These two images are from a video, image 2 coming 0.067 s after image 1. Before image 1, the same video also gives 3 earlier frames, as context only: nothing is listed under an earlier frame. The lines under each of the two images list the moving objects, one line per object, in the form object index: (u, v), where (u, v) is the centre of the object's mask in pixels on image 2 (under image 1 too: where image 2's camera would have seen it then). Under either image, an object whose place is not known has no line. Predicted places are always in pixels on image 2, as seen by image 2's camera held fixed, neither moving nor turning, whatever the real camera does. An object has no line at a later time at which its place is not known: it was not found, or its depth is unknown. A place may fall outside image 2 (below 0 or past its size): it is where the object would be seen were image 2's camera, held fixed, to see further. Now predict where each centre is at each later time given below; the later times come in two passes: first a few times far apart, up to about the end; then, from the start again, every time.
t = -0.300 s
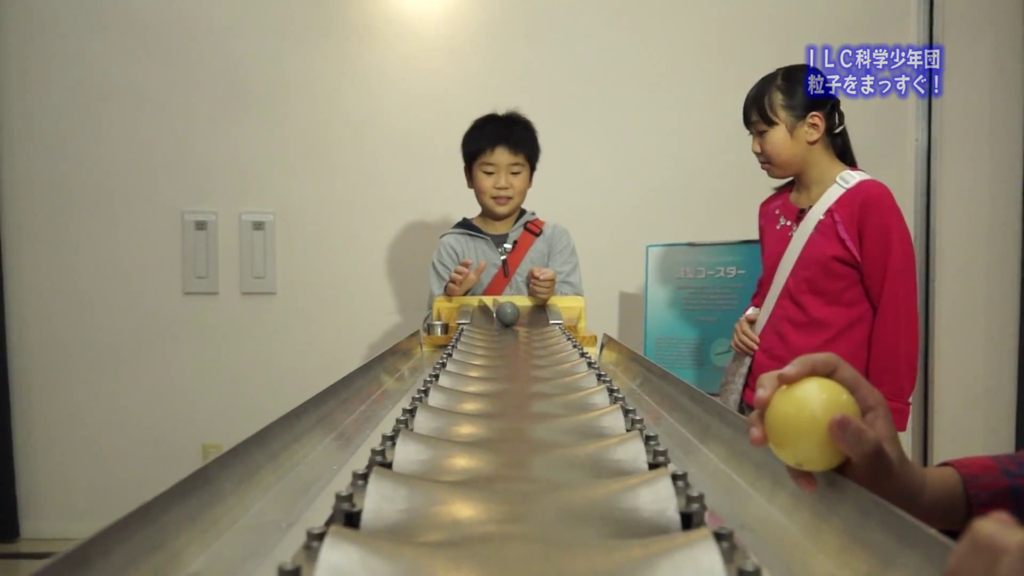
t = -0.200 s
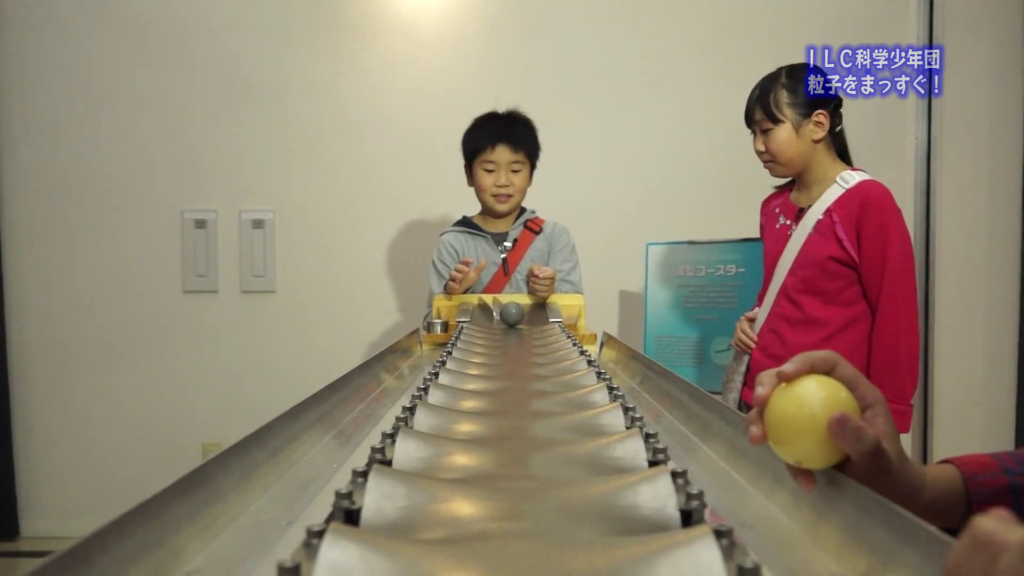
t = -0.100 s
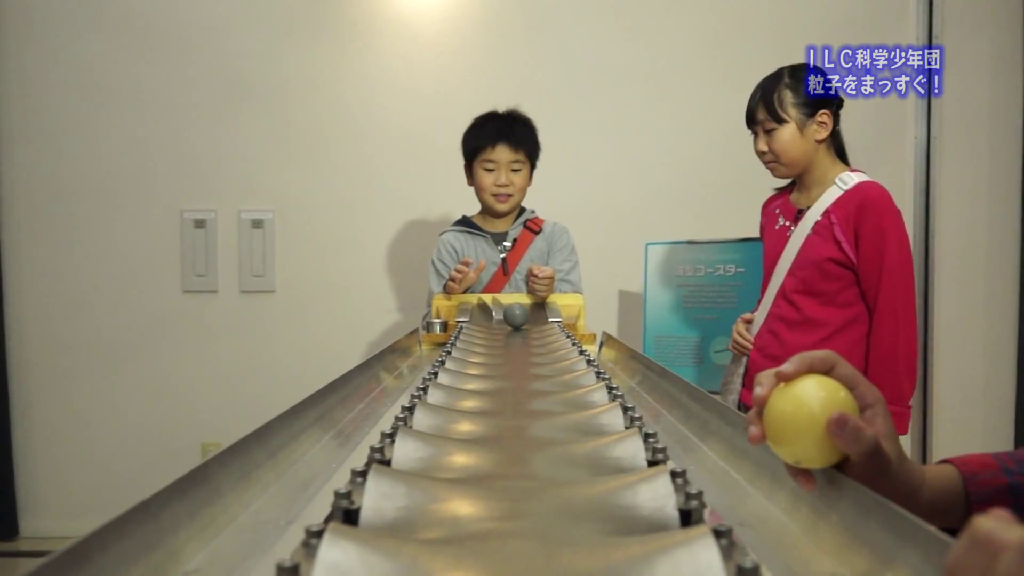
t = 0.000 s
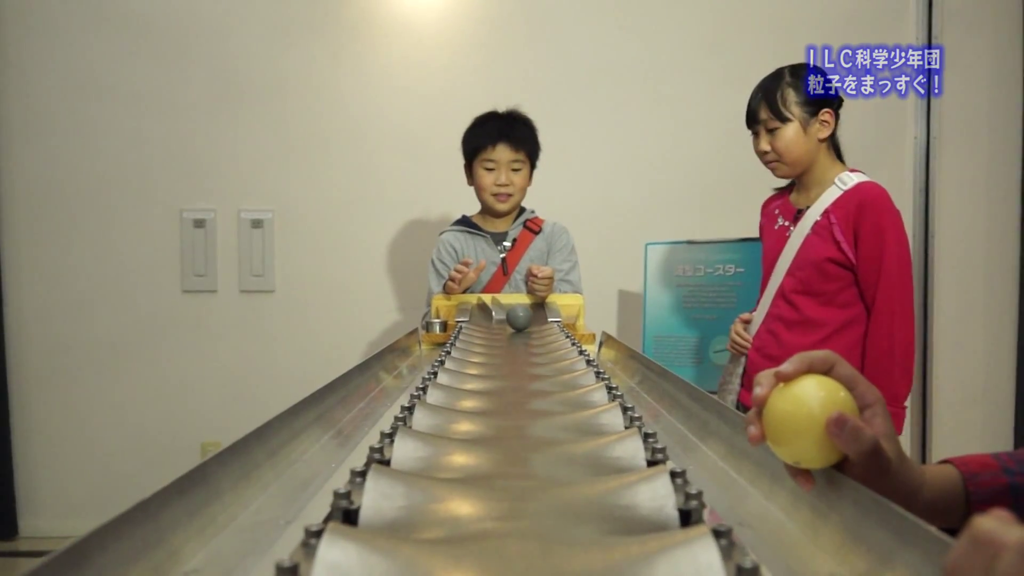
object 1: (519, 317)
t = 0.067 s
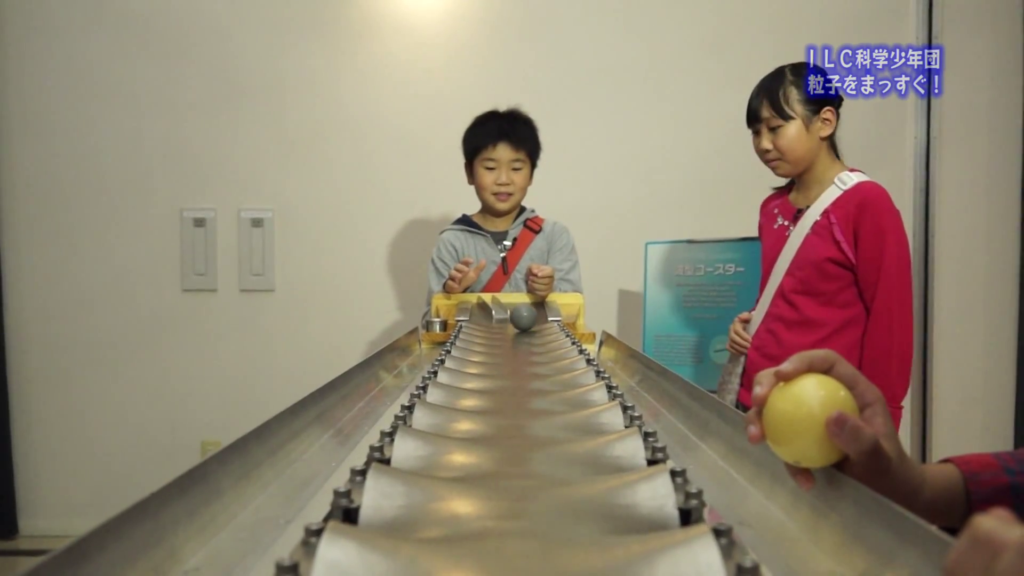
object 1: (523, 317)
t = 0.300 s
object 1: (534, 321)
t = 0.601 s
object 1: (548, 327)
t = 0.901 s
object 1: (557, 340)
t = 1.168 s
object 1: (561, 351)
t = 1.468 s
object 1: (559, 364)
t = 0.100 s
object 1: (525, 317)
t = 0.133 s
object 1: (526, 318)
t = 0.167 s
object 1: (527, 319)
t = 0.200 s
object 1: (529, 321)
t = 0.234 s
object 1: (530, 321)
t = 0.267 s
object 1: (532, 322)
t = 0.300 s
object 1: (534, 321)
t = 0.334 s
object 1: (536, 321)
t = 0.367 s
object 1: (537, 322)
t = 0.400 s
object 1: (538, 325)
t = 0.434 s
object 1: (539, 327)
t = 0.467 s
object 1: (541, 327)
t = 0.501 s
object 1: (543, 327)
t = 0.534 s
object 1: (545, 325)
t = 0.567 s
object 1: (547, 325)
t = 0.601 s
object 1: (548, 327)
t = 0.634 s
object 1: (548, 331)
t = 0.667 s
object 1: (549, 334)
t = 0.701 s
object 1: (550, 334)
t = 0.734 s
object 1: (552, 333)
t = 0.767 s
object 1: (555, 331)
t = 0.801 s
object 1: (556, 330)
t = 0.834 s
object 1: (557, 331)
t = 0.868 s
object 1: (557, 336)
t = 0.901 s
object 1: (557, 340)
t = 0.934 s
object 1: (557, 342)
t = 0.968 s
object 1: (559, 341)
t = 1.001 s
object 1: (561, 339)
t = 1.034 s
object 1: (563, 337)
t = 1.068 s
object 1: (563, 338)
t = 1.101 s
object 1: (563, 342)
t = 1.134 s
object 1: (562, 348)
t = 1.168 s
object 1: (561, 351)
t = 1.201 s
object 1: (561, 352)
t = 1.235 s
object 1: (563, 350)
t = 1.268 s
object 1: (564, 348)
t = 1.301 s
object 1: (564, 348)
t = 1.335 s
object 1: (563, 351)
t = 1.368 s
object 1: (562, 357)
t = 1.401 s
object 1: (560, 362)
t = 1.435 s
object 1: (559, 364)
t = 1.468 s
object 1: (559, 364)
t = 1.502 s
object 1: (559, 363)
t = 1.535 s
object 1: (559, 364)
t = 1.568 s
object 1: (558, 366)
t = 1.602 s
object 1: (556, 371)
